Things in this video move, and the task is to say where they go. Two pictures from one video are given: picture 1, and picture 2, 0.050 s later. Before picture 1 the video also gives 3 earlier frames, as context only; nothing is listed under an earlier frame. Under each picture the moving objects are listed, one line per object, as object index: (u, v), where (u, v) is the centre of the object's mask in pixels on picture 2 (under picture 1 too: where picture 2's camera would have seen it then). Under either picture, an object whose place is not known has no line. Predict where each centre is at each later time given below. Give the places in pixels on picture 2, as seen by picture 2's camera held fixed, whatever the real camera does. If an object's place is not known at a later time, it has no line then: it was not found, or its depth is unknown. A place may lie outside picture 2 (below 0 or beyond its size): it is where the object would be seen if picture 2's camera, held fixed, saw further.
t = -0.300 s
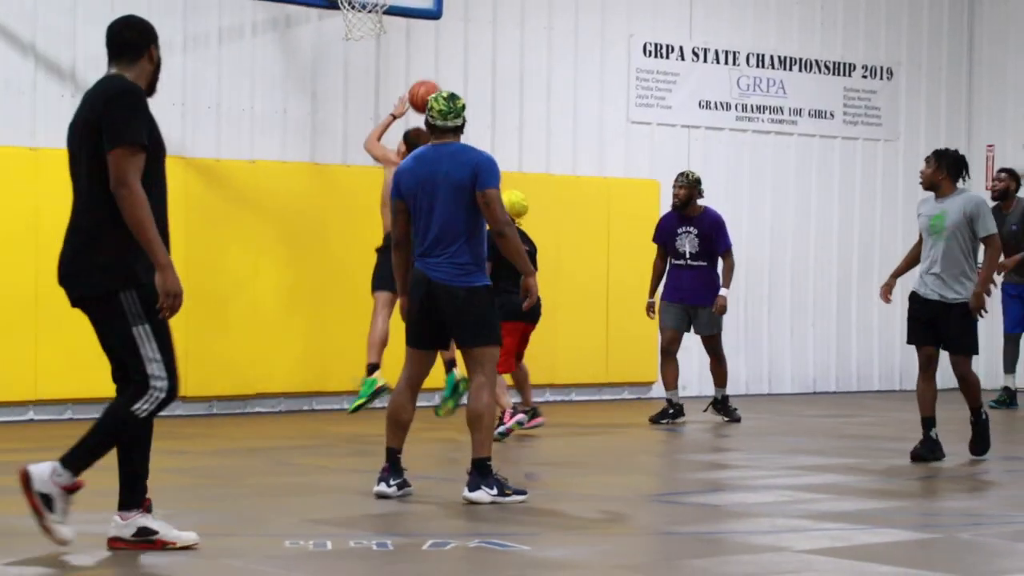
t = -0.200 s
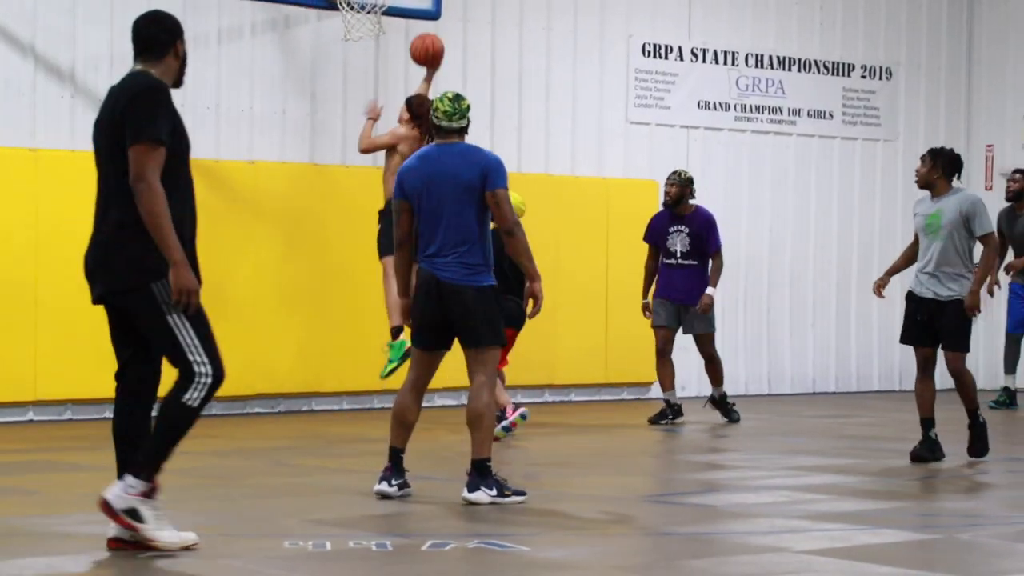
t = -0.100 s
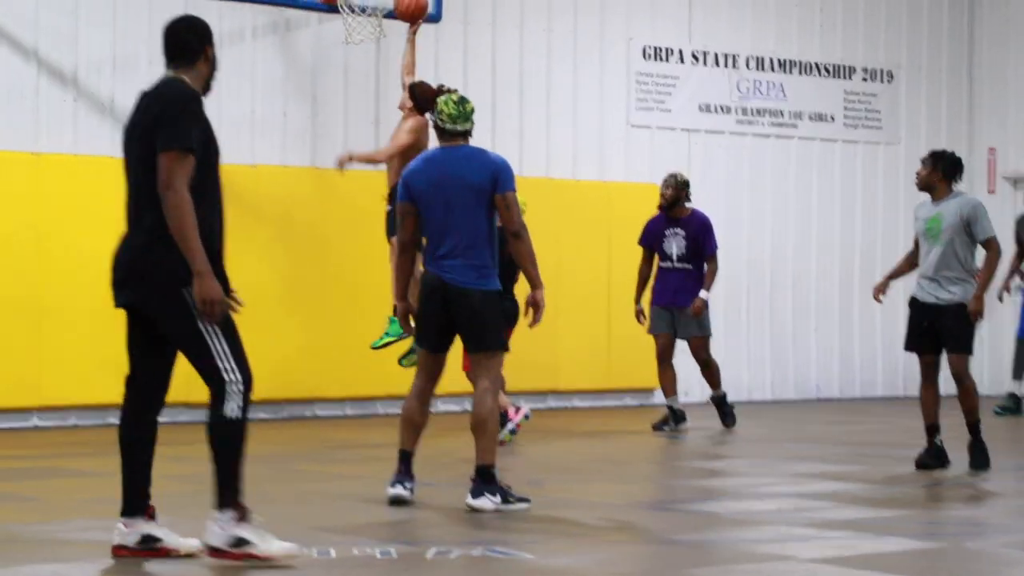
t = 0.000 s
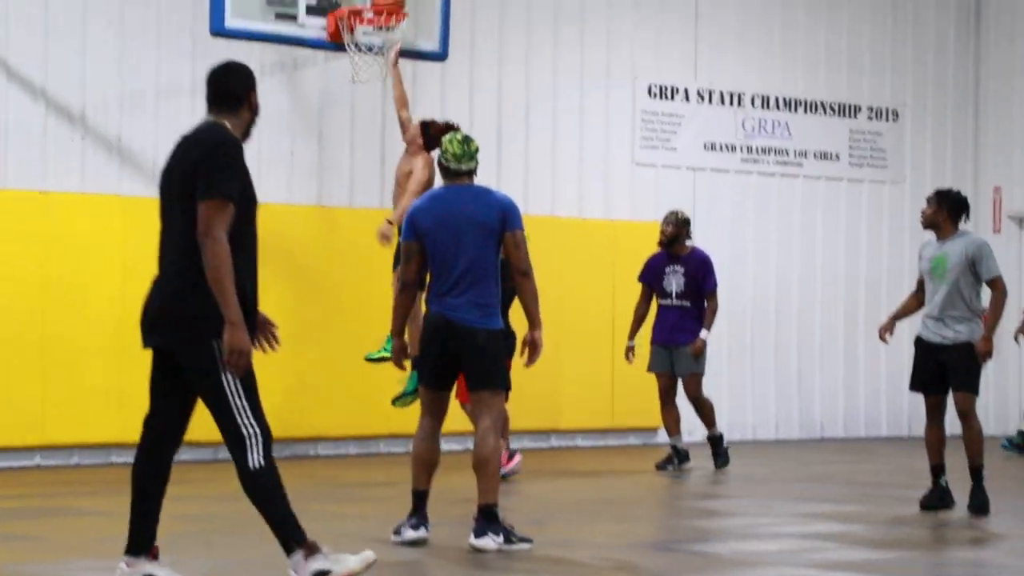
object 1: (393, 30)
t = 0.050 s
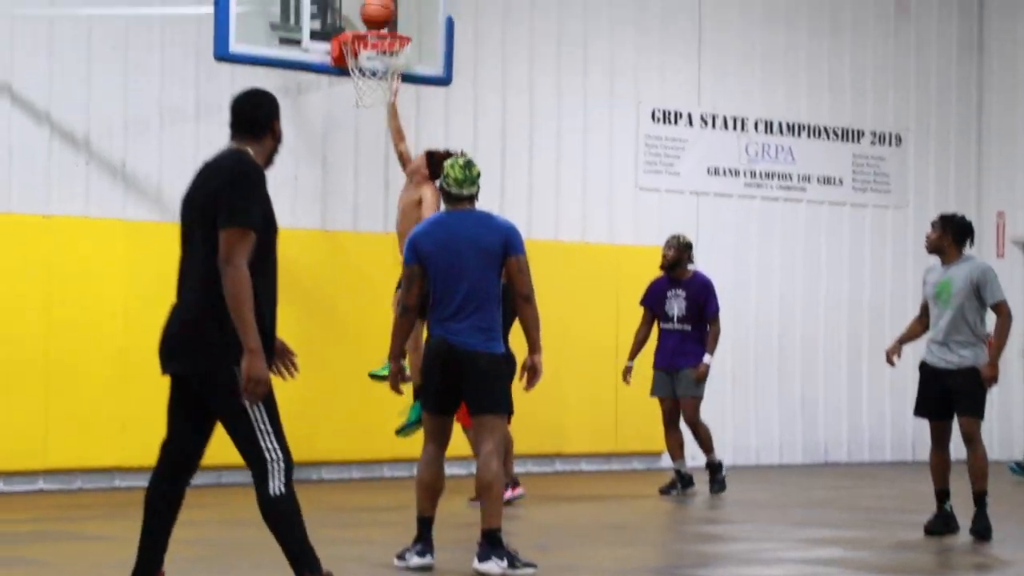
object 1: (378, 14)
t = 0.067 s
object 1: (376, 9)
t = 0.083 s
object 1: (373, 6)
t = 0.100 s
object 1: (371, 4)
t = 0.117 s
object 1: (368, 2)
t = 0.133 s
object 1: (366, 0)
